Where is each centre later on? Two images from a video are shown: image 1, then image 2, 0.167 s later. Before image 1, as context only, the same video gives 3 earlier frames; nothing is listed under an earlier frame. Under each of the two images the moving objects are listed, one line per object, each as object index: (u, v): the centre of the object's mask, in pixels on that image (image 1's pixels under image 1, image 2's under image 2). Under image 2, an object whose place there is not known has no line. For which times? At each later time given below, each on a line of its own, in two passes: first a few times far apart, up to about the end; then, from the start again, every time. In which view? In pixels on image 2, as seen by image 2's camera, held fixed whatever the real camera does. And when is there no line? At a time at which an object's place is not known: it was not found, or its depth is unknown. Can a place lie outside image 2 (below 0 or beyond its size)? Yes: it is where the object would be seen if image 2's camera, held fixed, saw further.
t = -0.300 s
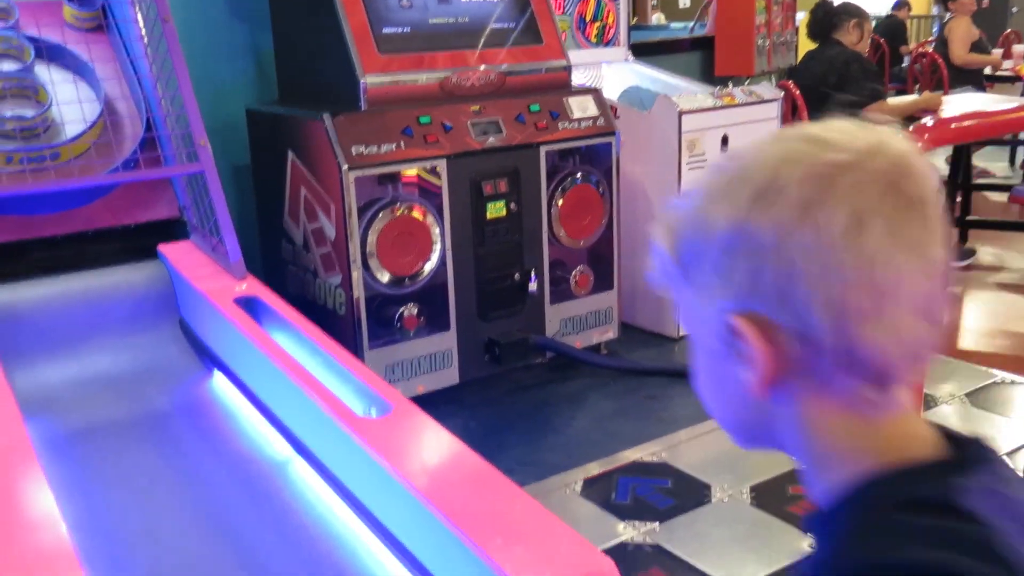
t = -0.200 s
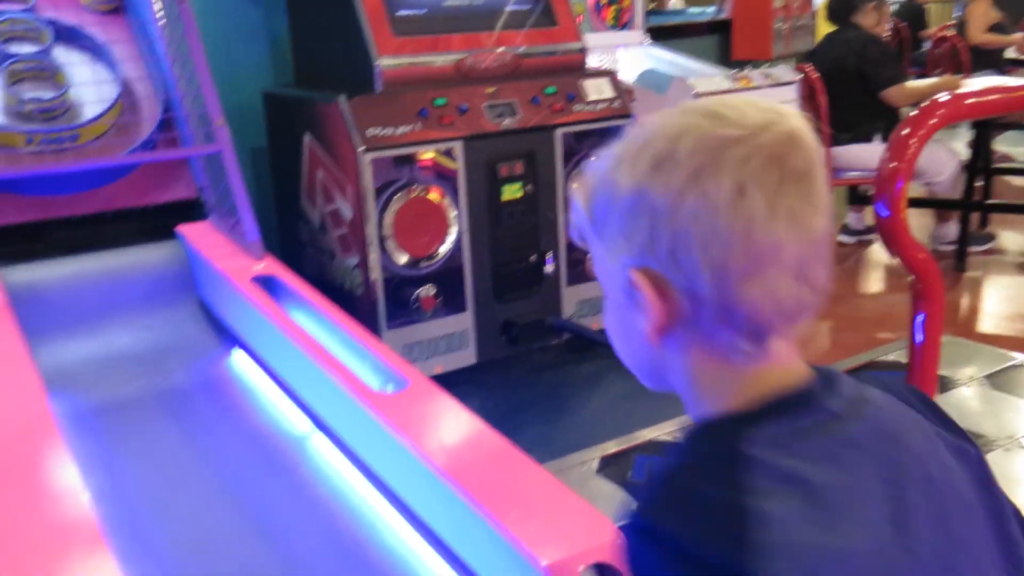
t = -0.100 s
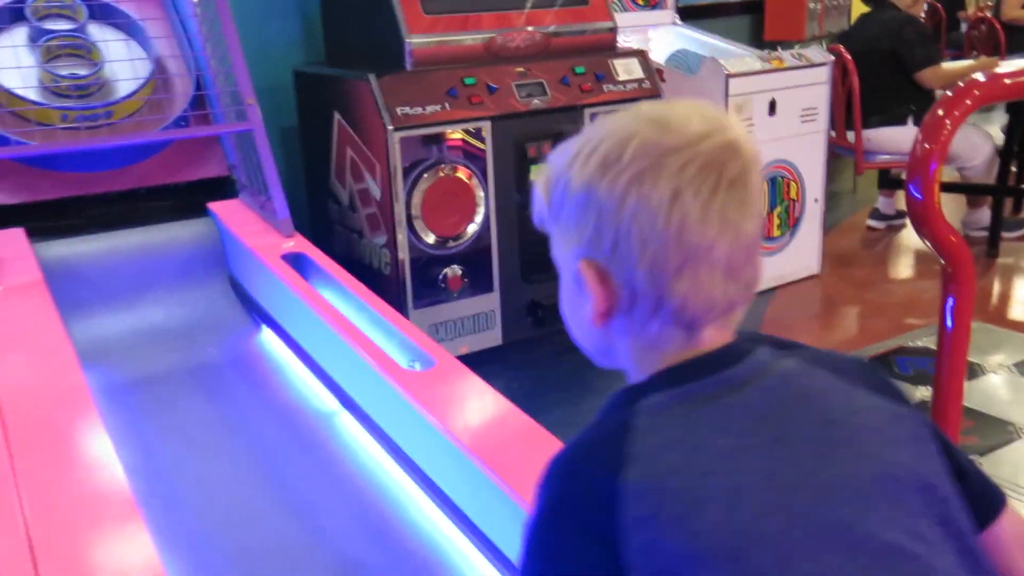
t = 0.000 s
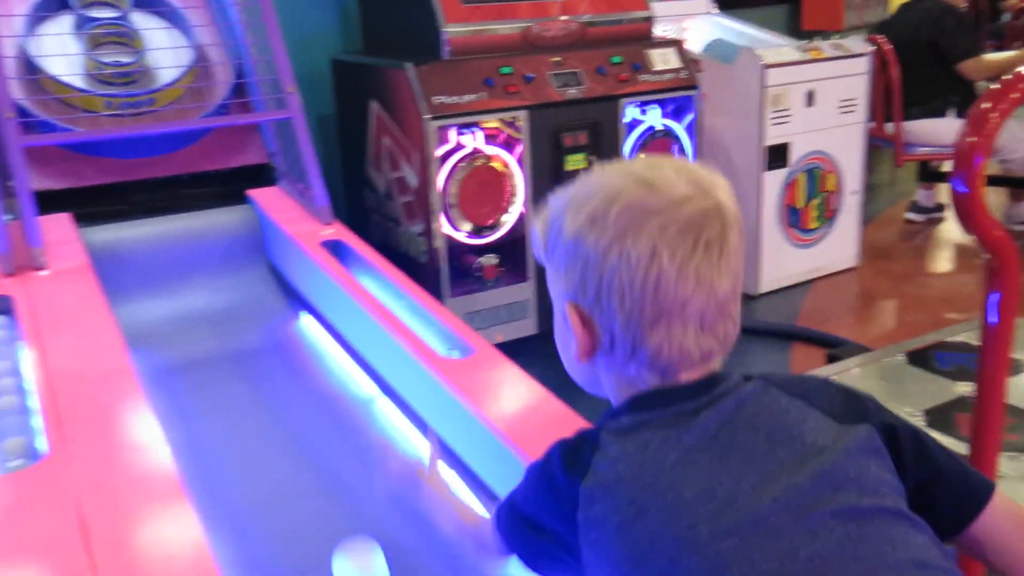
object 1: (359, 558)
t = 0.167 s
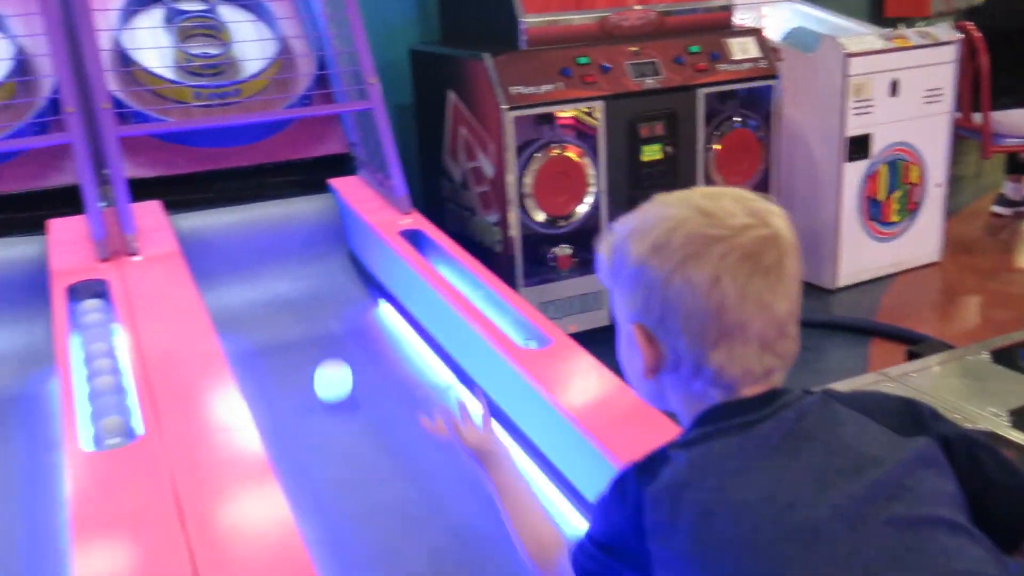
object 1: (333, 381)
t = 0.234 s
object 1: (308, 337)
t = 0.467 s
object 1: (260, 157)
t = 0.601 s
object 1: (251, 85)
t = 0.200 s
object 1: (319, 358)
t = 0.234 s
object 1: (308, 337)
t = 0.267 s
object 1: (297, 318)
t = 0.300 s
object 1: (288, 302)
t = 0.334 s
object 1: (281, 282)
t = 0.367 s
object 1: (273, 253)
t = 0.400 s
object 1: (269, 217)
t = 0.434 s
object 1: (264, 185)
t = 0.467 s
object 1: (260, 157)
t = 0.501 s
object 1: (256, 136)
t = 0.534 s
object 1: (254, 107)
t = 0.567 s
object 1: (252, 96)
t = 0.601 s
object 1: (251, 85)
